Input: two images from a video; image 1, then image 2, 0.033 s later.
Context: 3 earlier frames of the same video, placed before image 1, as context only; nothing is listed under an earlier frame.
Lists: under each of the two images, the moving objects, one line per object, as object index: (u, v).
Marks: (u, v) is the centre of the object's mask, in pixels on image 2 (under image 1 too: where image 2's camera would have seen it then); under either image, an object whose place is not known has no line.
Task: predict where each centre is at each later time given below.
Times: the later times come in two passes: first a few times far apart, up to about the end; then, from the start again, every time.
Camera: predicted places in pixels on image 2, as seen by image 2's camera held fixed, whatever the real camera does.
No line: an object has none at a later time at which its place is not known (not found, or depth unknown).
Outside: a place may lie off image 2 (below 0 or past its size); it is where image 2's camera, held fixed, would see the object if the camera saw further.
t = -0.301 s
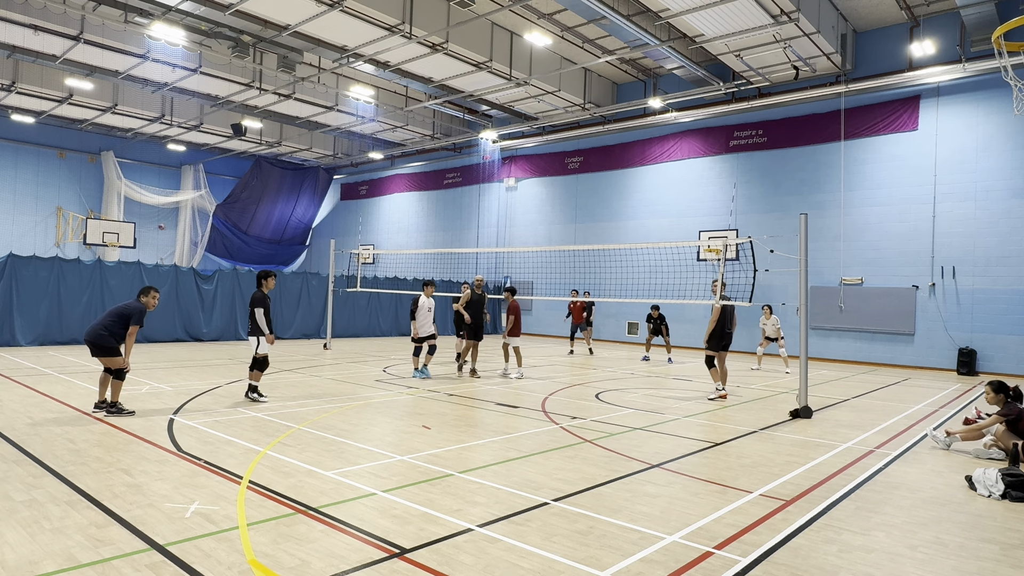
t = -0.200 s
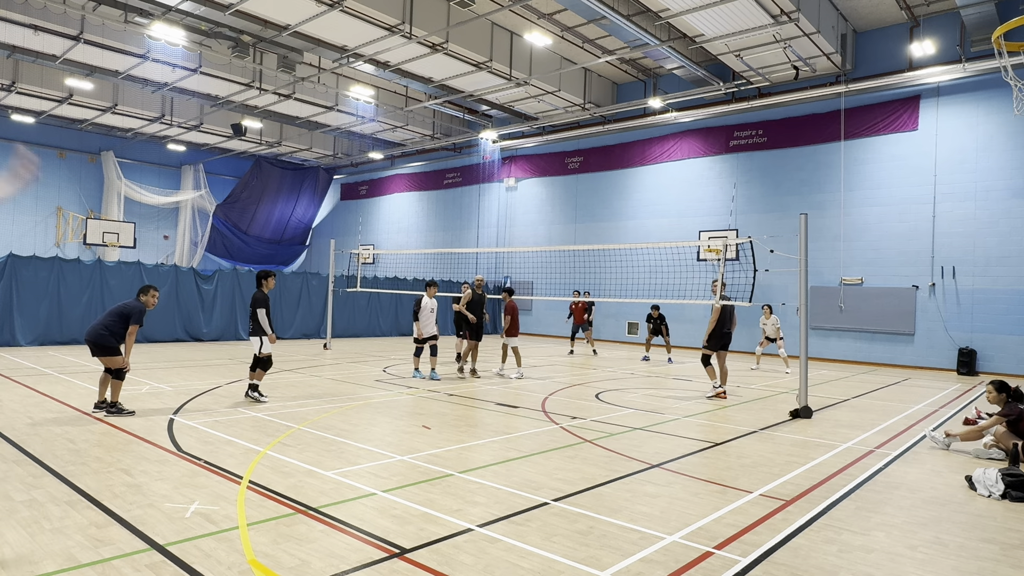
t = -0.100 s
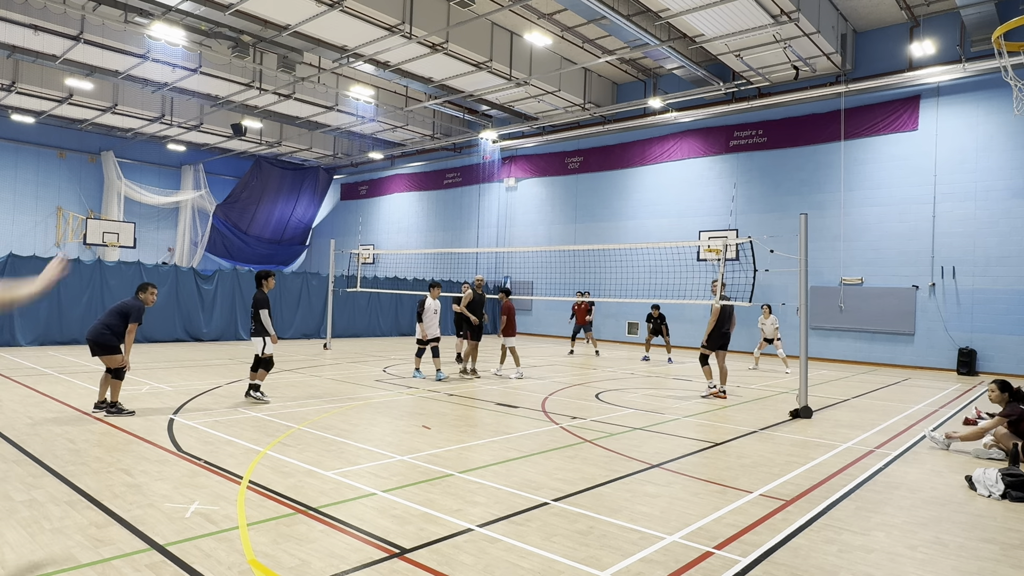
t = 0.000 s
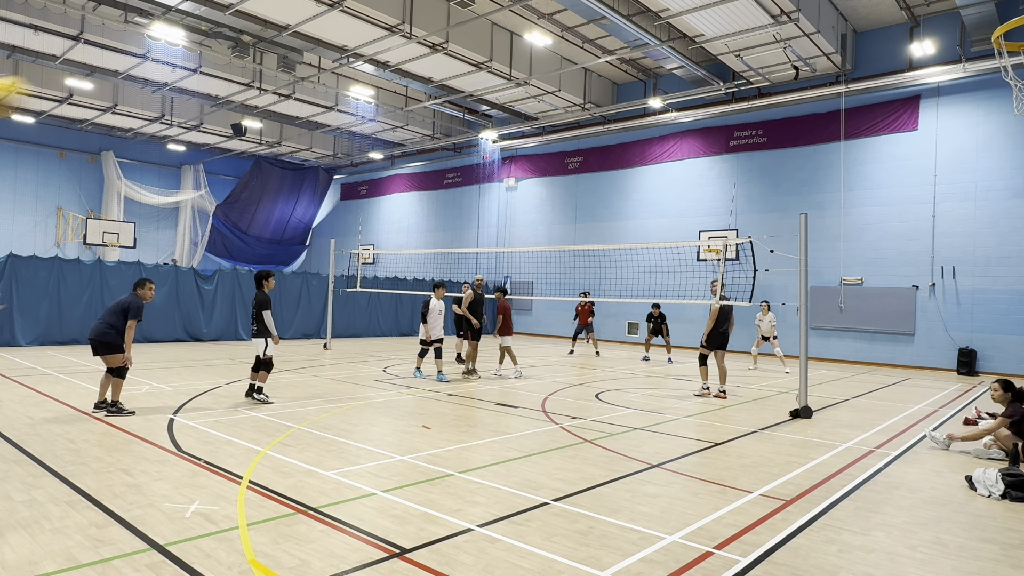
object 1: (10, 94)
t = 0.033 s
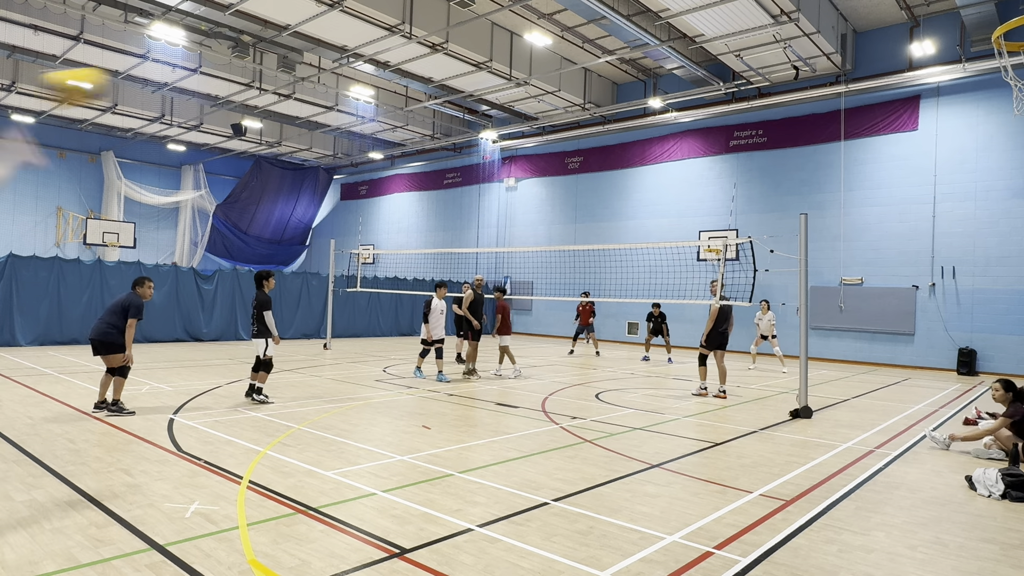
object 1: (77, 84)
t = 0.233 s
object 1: (356, 80)
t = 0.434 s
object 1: (480, 110)
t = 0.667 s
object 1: (554, 162)
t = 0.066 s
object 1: (145, 79)
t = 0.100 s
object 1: (203, 75)
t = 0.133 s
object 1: (250, 73)
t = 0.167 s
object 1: (292, 75)
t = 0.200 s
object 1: (326, 78)
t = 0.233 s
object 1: (356, 80)
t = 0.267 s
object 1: (385, 83)
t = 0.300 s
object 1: (407, 88)
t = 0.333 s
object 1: (429, 93)
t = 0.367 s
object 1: (448, 98)
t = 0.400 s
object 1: (464, 104)
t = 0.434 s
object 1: (480, 110)
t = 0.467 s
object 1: (493, 117)
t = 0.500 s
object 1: (506, 122)
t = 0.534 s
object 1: (517, 130)
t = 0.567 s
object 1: (527, 138)
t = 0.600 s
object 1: (539, 146)
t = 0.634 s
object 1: (546, 154)
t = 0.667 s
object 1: (554, 162)
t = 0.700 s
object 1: (561, 170)
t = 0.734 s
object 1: (568, 178)
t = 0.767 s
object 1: (575, 187)
